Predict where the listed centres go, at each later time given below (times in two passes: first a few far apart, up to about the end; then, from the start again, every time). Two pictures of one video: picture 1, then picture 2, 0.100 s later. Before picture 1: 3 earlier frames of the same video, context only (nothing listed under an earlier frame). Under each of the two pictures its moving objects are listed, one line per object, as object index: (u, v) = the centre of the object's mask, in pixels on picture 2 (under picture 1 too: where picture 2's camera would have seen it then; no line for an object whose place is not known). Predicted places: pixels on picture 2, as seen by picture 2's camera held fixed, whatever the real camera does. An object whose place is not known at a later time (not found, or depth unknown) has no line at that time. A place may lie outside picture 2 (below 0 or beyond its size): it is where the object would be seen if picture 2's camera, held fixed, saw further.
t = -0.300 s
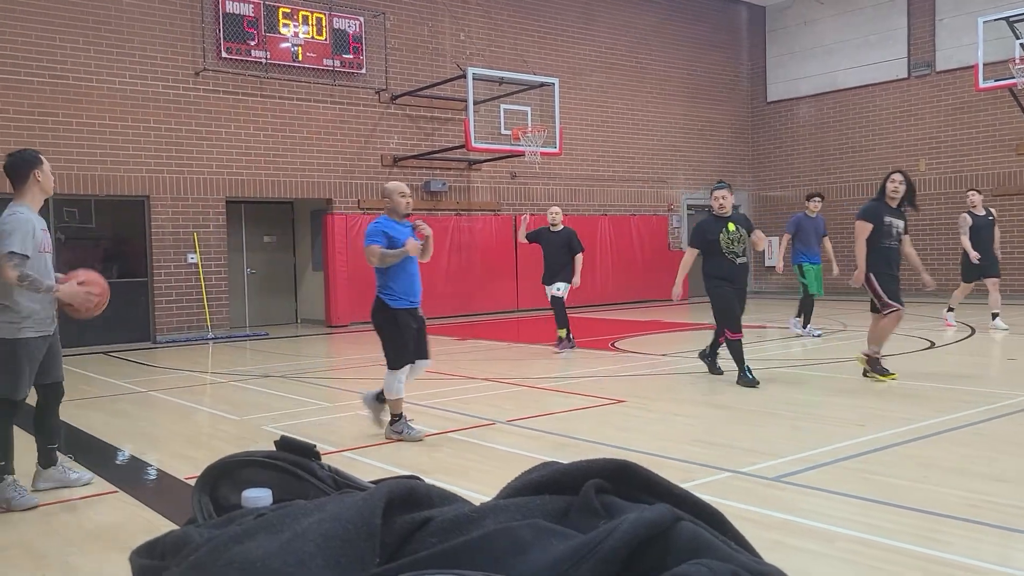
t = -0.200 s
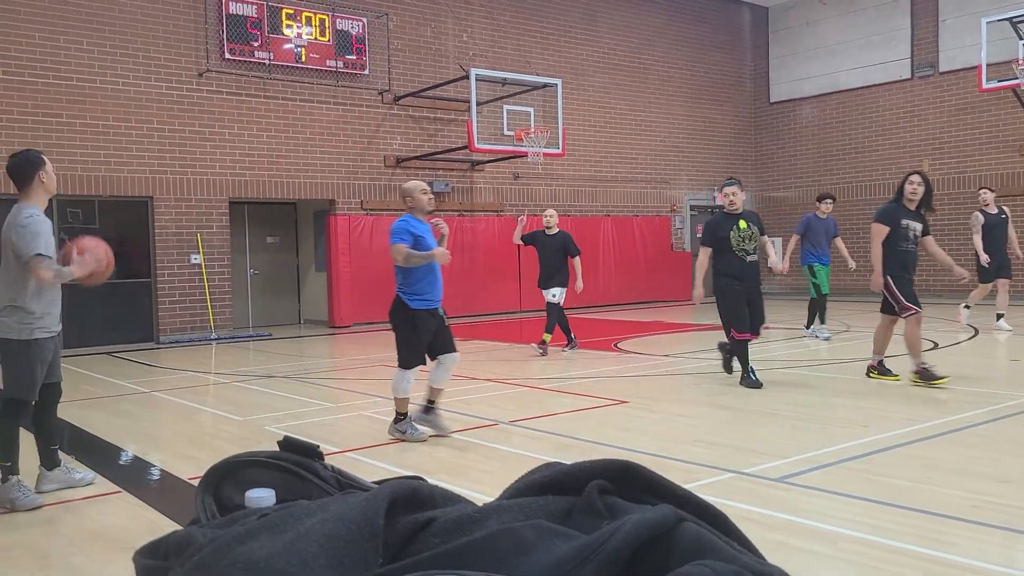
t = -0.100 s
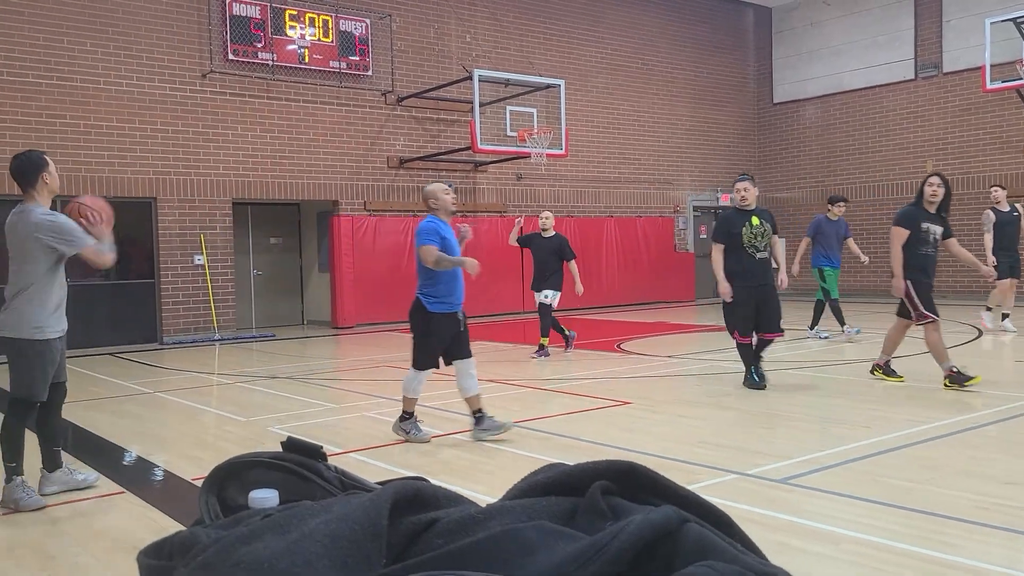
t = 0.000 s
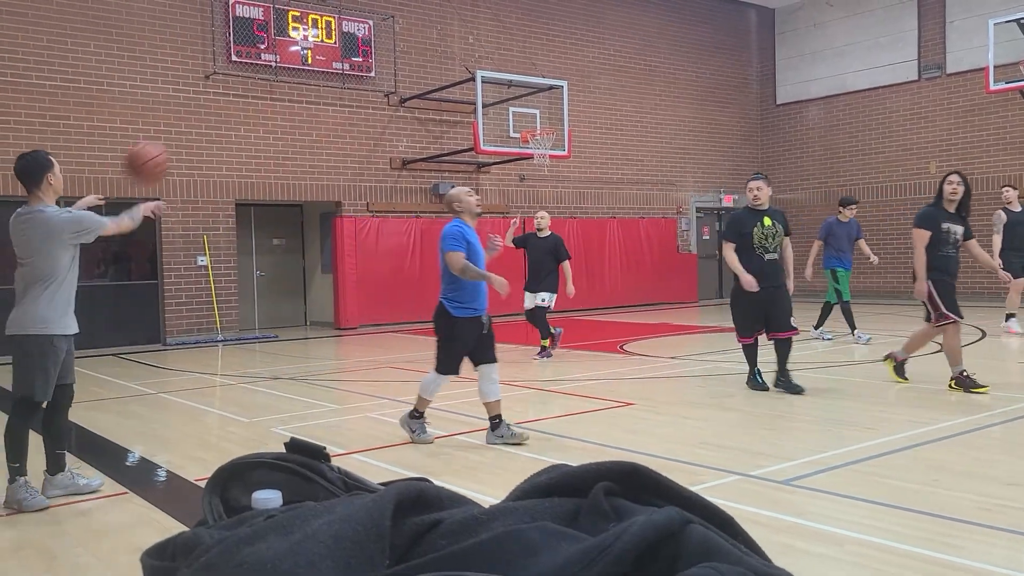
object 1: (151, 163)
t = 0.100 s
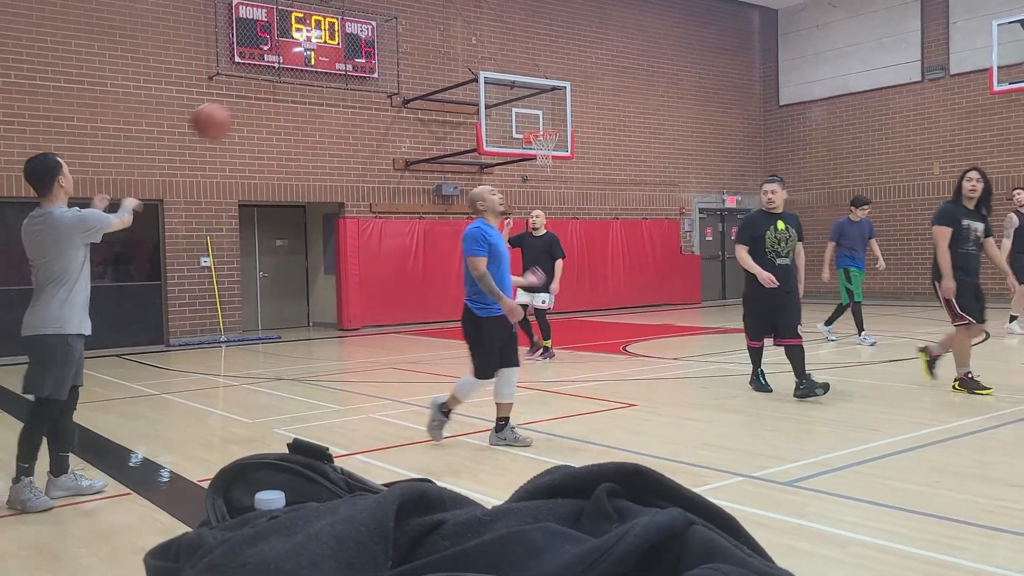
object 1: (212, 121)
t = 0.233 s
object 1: (275, 97)
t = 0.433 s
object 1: (347, 108)
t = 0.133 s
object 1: (229, 112)
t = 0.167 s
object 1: (245, 105)
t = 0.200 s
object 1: (261, 100)
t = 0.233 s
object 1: (275, 97)
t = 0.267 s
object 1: (288, 96)
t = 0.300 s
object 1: (301, 96)
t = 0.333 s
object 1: (313, 97)
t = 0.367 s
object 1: (325, 99)
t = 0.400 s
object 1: (336, 103)
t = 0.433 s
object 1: (347, 108)
